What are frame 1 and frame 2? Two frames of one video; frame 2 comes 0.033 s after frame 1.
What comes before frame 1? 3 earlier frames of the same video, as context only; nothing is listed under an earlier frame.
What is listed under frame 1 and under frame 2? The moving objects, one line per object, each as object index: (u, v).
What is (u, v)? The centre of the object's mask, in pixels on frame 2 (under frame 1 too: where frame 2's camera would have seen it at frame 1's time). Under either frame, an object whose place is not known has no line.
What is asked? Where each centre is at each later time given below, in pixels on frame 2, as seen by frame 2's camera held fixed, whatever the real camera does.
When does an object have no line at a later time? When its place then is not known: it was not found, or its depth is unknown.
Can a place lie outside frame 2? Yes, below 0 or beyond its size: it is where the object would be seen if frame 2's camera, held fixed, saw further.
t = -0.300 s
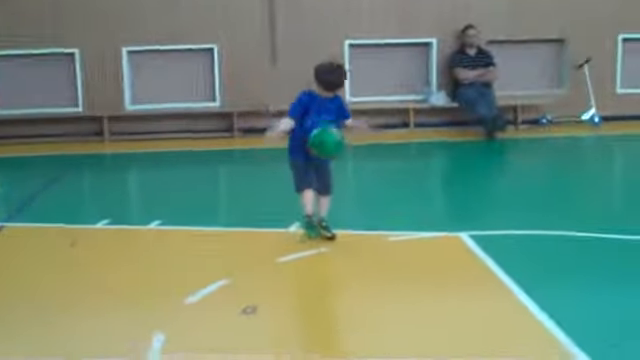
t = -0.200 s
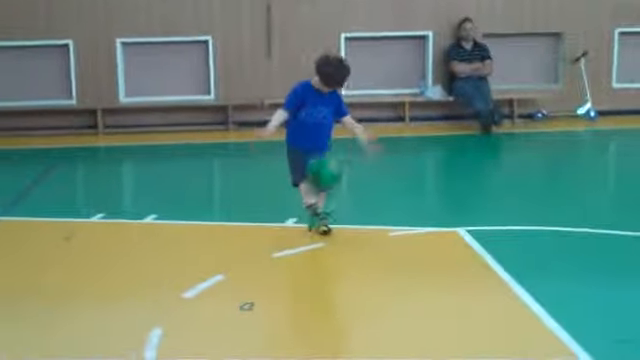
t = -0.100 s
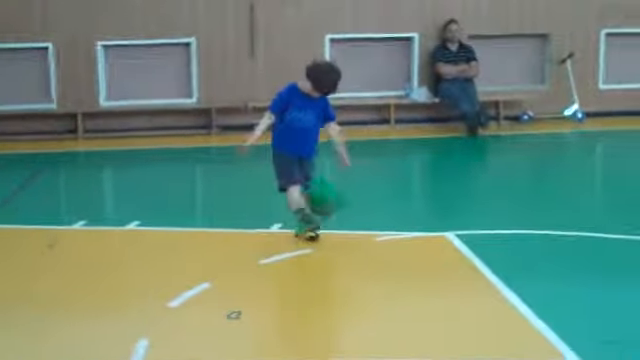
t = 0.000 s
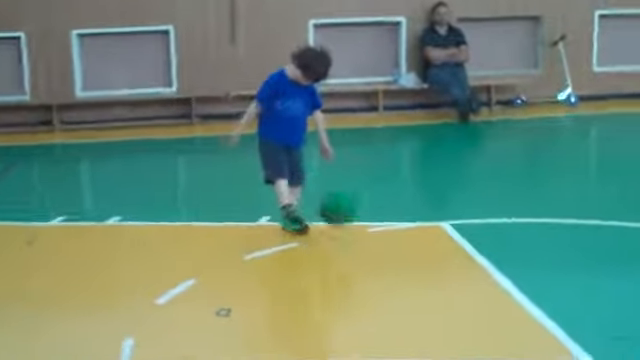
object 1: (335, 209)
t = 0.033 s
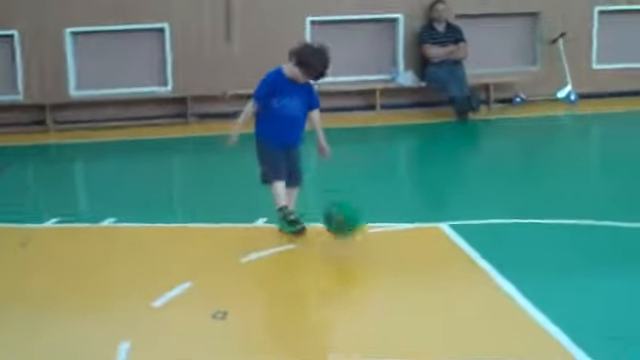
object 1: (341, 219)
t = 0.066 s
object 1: (350, 230)
